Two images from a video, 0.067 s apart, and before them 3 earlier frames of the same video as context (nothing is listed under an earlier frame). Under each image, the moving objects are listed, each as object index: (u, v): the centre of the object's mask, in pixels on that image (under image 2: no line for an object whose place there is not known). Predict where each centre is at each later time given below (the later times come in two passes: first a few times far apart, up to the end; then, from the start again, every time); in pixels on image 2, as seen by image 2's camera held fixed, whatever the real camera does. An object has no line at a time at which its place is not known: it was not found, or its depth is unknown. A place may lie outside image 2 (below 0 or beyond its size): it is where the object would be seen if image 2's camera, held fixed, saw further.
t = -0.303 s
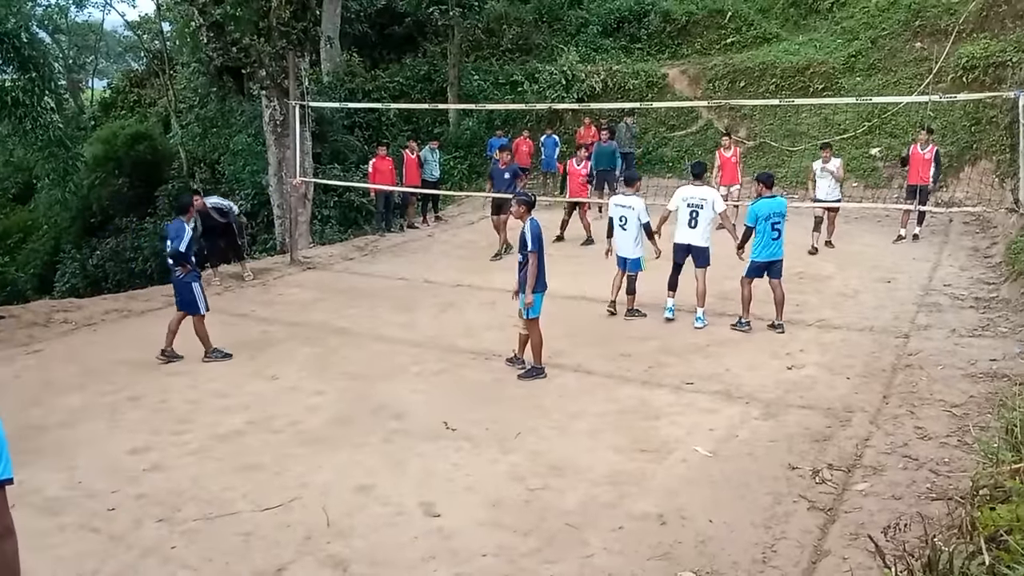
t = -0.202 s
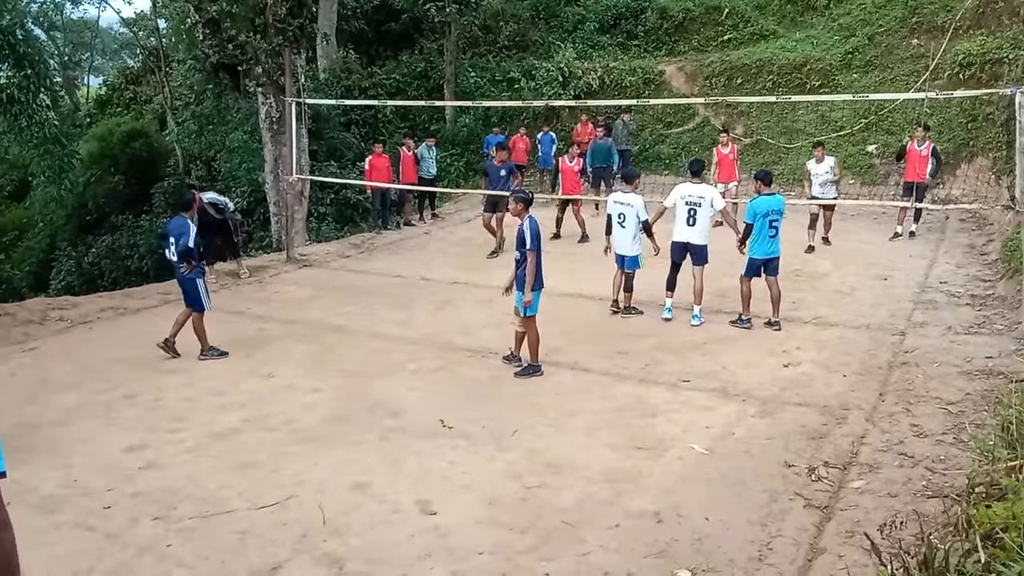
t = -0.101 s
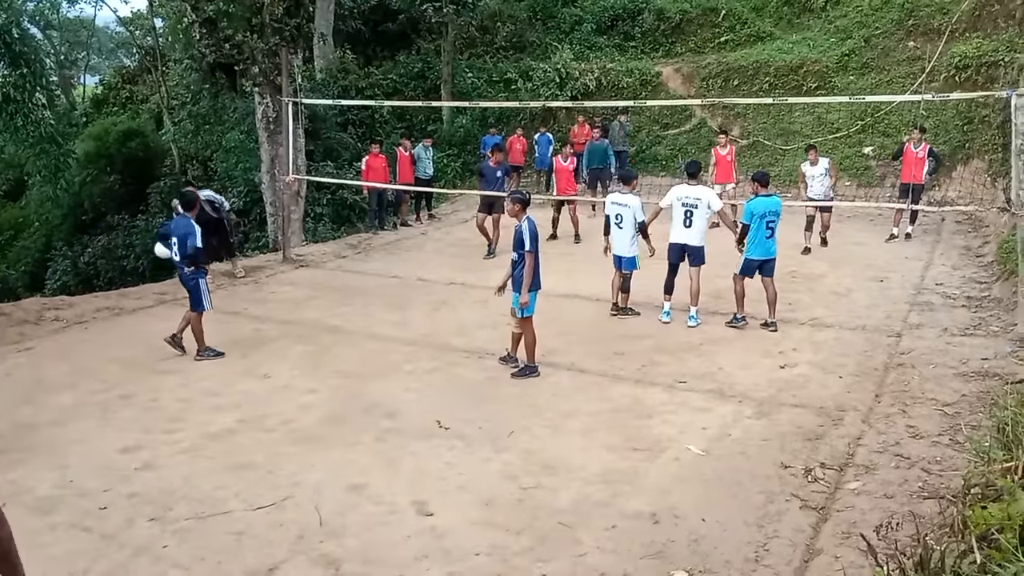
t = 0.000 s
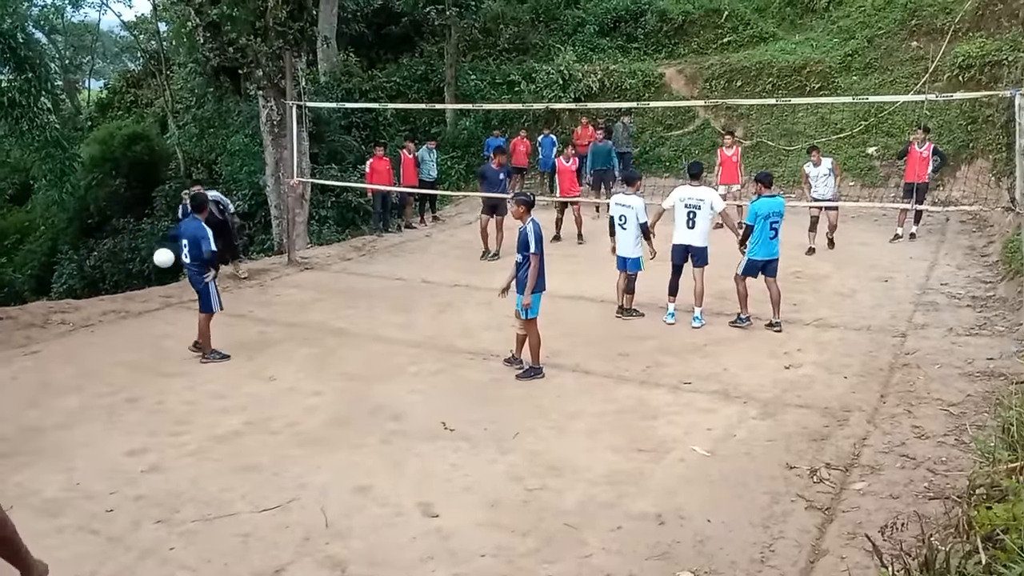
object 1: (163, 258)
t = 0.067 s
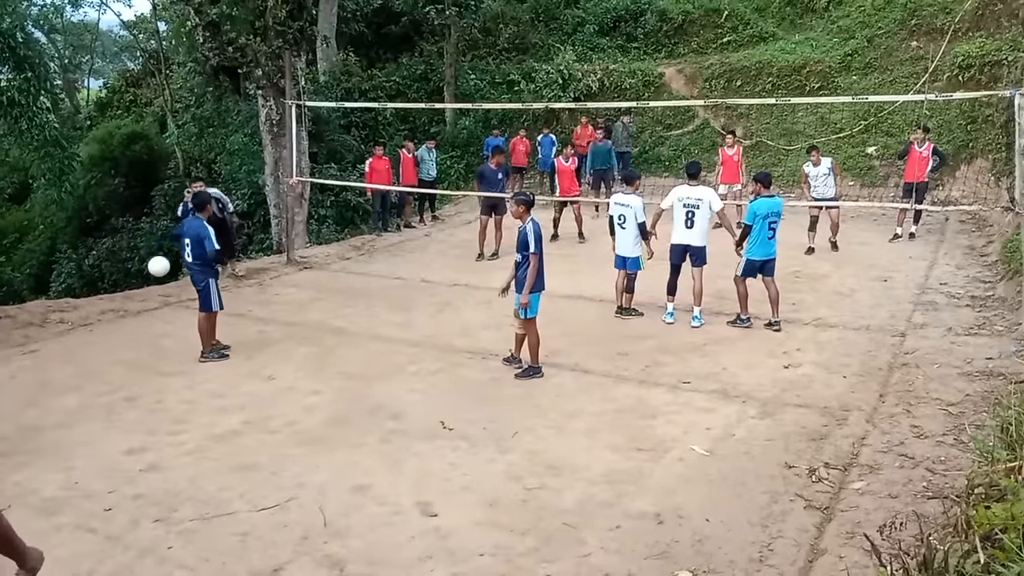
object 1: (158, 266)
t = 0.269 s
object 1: (149, 323)
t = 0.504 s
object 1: (138, 354)
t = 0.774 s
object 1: (128, 379)
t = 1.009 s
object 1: (124, 473)
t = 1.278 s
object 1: (102, 504)
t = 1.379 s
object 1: (97, 552)
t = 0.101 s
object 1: (156, 273)
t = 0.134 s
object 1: (155, 279)
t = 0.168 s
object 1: (153, 288)
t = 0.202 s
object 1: (151, 299)
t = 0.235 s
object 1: (150, 310)
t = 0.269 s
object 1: (149, 323)
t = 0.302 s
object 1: (148, 339)
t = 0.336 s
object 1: (147, 355)
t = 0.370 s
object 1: (146, 374)
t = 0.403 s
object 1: (144, 368)
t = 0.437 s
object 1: (143, 363)
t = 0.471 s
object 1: (141, 358)
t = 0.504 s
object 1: (138, 354)
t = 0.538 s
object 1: (136, 353)
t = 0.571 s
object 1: (135, 353)
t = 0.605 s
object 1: (134, 354)
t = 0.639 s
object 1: (133, 357)
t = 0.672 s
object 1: (131, 360)
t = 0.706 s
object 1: (130, 364)
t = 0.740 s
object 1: (129, 370)
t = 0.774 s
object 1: (128, 379)
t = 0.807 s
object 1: (127, 389)
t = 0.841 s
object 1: (127, 401)
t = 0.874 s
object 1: (127, 414)
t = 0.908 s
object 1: (126, 431)
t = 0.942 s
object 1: (126, 449)
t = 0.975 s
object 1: (128, 470)
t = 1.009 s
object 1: (124, 473)
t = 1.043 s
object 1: (121, 470)
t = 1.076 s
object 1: (118, 469)
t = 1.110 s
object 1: (115, 471)
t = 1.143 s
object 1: (113, 473)
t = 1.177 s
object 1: (110, 478)
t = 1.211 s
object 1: (107, 485)
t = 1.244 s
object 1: (105, 493)
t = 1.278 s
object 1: (102, 504)
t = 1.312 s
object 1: (99, 518)
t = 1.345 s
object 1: (97, 537)
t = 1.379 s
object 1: (97, 552)
